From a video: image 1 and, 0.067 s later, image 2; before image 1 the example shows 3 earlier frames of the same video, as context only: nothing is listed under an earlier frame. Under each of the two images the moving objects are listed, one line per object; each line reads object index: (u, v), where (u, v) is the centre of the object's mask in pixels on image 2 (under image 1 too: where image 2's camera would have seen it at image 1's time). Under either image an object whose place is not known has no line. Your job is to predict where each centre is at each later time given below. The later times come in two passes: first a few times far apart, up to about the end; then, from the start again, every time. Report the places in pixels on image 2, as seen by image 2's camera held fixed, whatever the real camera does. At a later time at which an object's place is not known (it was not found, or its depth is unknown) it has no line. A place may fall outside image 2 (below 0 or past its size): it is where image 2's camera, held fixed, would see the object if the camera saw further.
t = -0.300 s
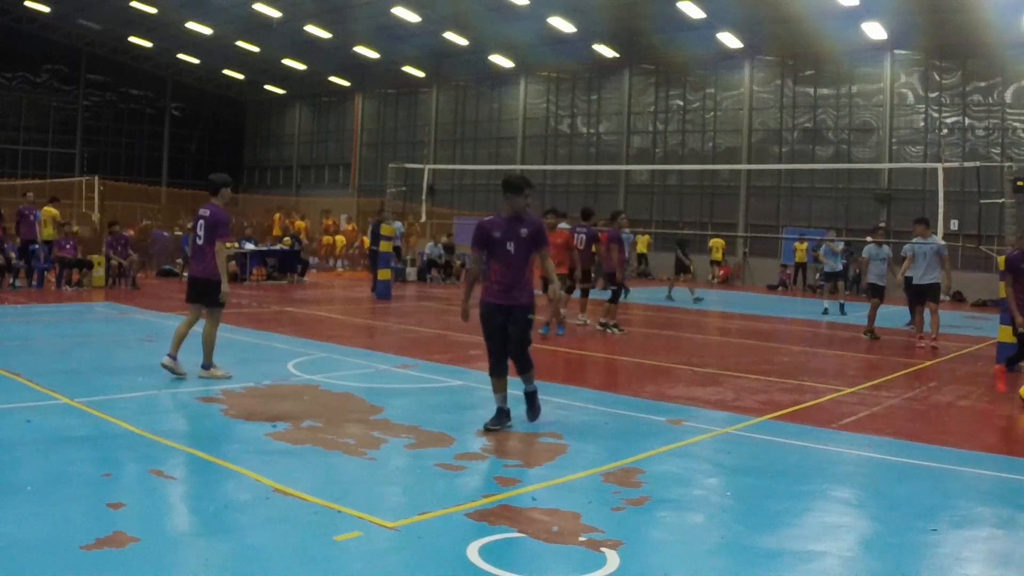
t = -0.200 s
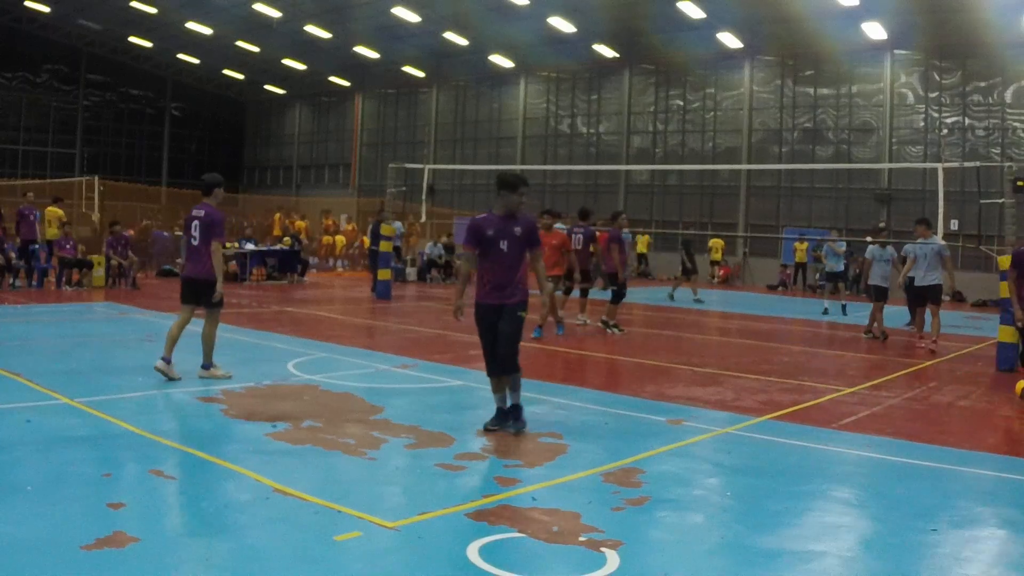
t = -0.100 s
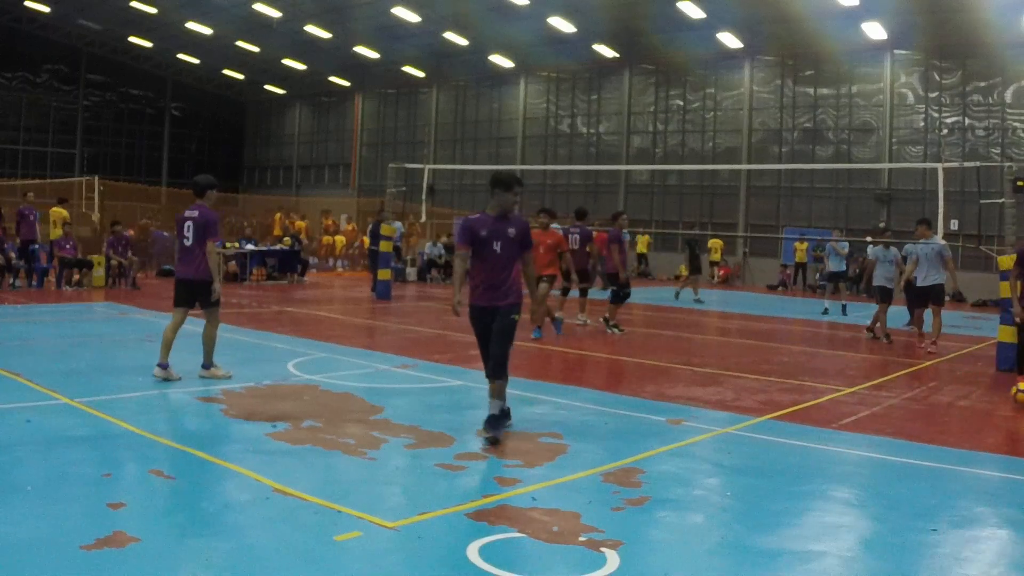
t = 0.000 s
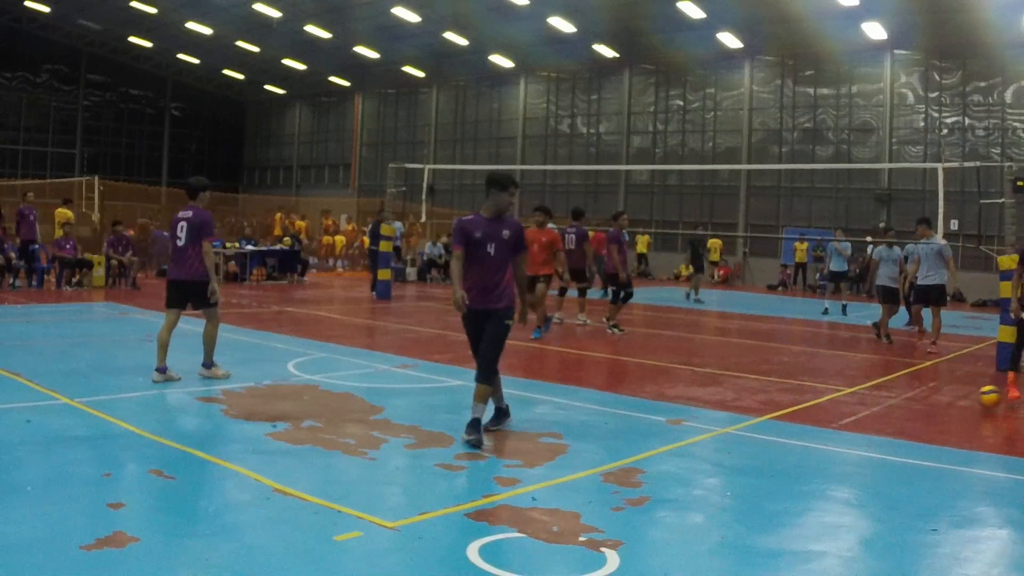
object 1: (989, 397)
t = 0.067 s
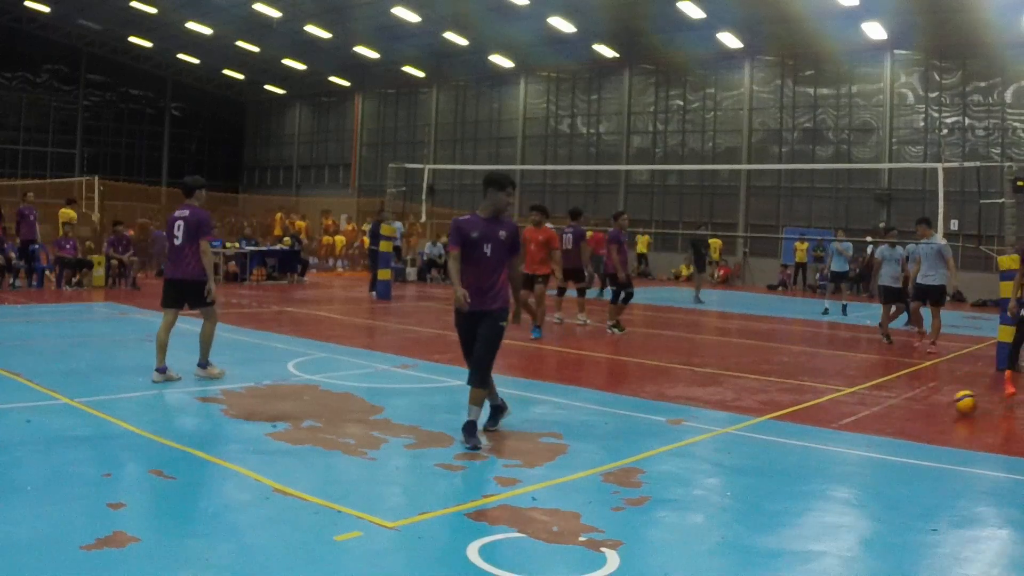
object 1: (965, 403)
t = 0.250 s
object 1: (906, 409)
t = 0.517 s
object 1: (825, 417)
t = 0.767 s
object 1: (743, 425)
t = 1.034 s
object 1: (644, 433)
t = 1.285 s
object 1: (540, 442)
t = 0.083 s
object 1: (959, 402)
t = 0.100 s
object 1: (955, 402)
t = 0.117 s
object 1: (949, 403)
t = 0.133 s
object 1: (943, 402)
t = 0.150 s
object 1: (938, 404)
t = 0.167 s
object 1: (933, 406)
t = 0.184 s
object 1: (927, 408)
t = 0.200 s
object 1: (921, 407)
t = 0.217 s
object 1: (915, 407)
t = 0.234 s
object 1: (910, 409)
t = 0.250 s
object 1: (906, 409)
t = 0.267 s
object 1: (900, 409)
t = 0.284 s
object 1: (895, 410)
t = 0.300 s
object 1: (890, 411)
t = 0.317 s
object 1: (884, 413)
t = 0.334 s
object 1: (881, 413)
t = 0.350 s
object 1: (875, 413)
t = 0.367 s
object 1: (870, 413)
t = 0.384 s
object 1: (865, 413)
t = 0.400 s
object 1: (861, 414)
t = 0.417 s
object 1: (855, 414)
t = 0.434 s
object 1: (850, 416)
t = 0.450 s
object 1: (845, 418)
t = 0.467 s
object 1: (840, 417)
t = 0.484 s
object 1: (835, 417)
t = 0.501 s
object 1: (830, 417)
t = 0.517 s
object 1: (825, 417)
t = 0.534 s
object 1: (821, 418)
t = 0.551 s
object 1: (814, 419)
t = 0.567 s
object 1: (809, 420)
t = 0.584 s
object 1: (804, 420)
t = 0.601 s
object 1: (799, 420)
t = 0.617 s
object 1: (794, 420)
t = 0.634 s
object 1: (788, 421)
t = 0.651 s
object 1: (783, 423)
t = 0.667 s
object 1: (777, 423)
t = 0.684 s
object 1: (771, 423)
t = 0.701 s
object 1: (766, 423)
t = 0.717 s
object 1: (760, 424)
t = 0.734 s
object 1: (754, 424)
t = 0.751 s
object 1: (748, 424)
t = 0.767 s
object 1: (743, 425)
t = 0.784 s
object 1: (737, 427)
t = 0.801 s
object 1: (731, 426)
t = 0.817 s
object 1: (726, 426)
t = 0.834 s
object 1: (719, 427)
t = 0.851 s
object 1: (713, 428)
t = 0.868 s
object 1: (706, 429)
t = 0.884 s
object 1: (701, 429)
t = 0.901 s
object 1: (694, 429)
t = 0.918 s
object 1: (688, 429)
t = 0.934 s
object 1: (682, 430)
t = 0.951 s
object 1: (676, 431)
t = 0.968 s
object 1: (669, 431)
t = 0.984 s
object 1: (663, 432)
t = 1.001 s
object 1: (657, 432)
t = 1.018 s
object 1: (651, 432)
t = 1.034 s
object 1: (644, 433)
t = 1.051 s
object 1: (637, 434)
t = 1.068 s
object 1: (630, 435)
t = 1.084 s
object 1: (624, 435)
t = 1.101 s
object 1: (617, 435)
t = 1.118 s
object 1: (611, 436)
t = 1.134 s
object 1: (604, 437)
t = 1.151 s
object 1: (597, 438)
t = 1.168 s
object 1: (589, 438)
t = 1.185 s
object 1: (582, 439)
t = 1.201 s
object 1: (576, 440)
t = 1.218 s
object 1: (569, 440)
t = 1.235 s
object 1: (562, 440)
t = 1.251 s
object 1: (555, 440)
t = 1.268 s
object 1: (548, 442)
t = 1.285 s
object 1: (540, 442)
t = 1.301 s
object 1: (533, 443)
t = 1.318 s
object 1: (525, 442)
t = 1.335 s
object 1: (519, 443)
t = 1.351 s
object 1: (511, 444)
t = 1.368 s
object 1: (503, 444)
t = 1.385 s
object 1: (495, 444)
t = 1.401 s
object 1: (488, 445)
